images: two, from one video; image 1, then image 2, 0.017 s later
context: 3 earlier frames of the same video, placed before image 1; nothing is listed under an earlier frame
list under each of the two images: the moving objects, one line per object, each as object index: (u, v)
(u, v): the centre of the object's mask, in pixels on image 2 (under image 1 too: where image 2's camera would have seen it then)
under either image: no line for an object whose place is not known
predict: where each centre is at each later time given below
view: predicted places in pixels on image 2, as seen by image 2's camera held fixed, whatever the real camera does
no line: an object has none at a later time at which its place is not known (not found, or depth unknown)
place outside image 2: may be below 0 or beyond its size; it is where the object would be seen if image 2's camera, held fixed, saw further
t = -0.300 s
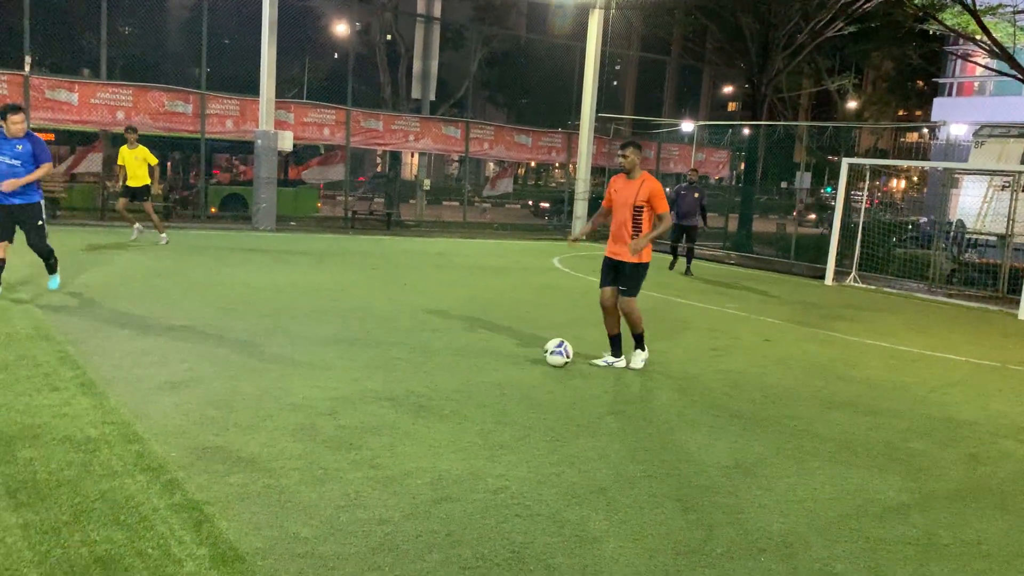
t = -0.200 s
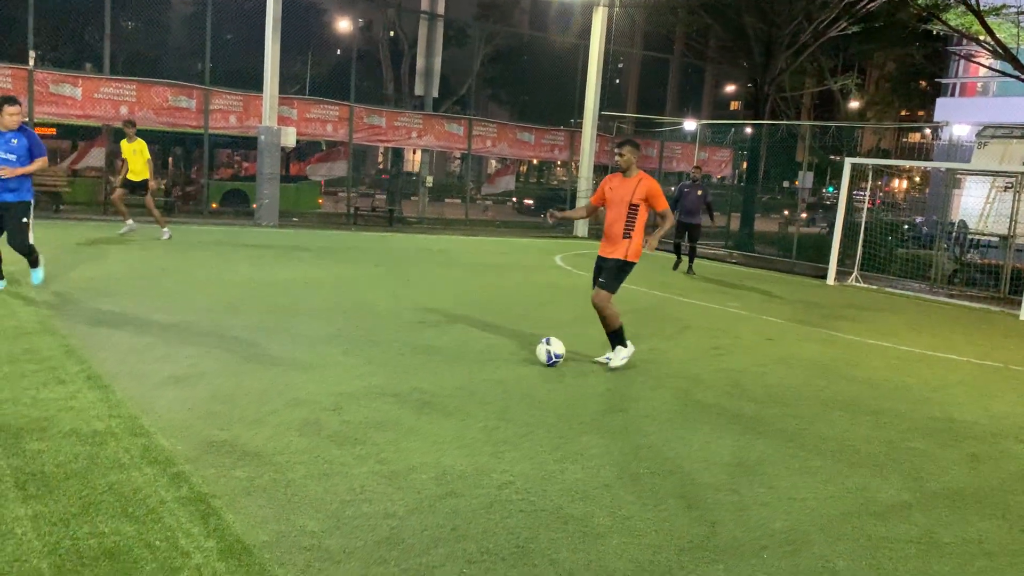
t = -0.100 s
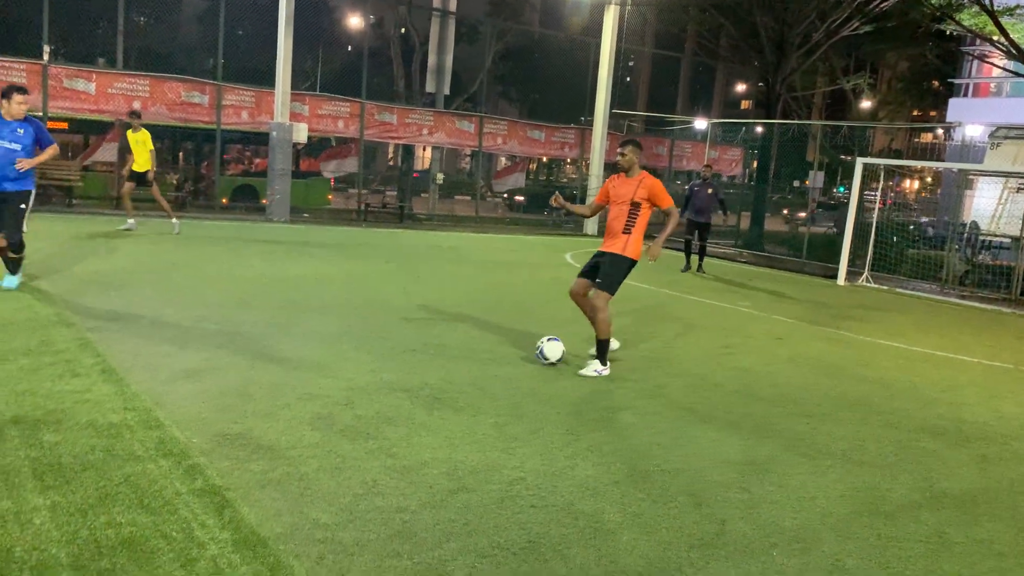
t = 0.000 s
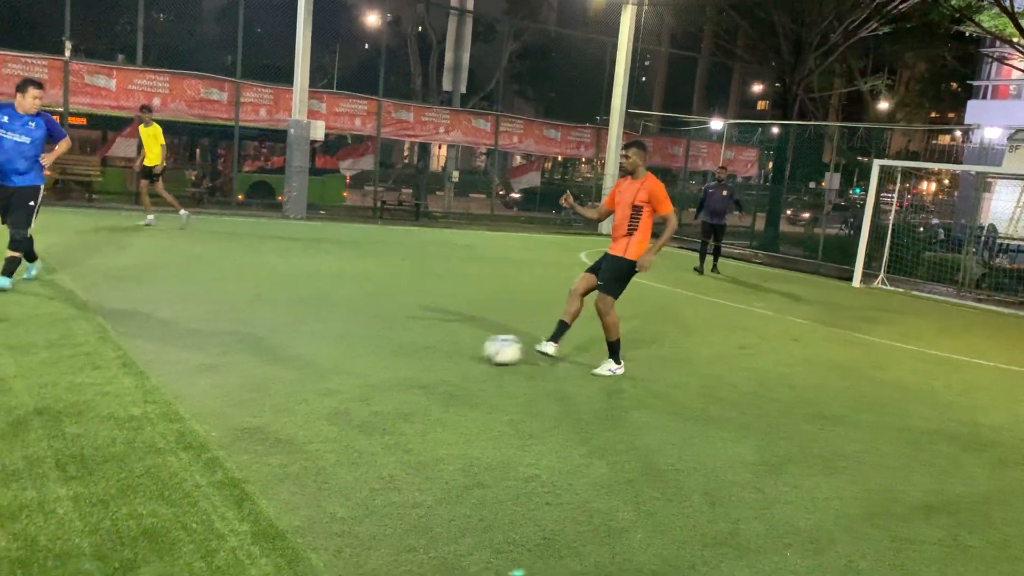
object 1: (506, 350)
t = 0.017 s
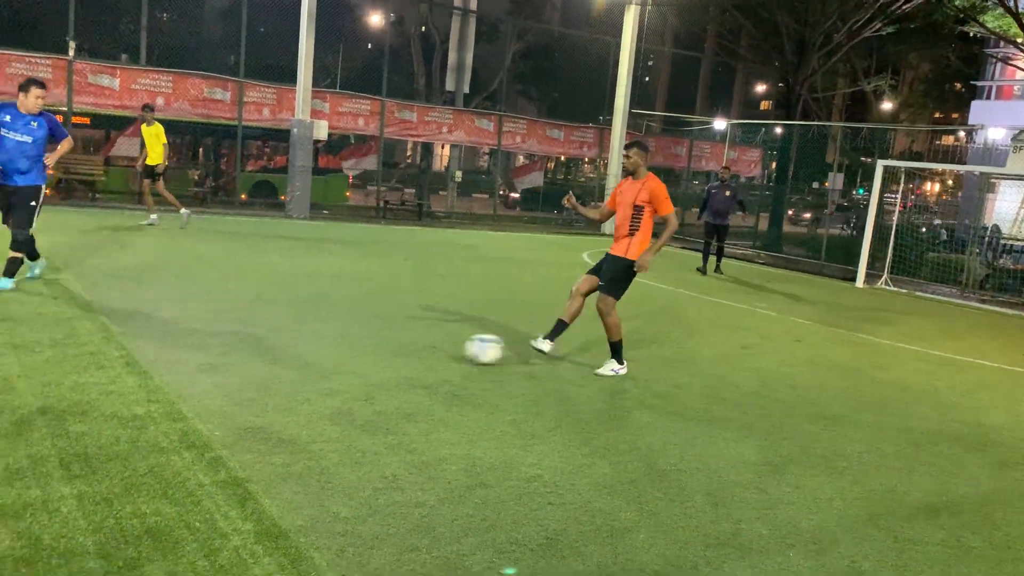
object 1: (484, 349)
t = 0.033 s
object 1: (462, 349)
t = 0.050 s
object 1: (439, 347)
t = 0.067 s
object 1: (416, 347)
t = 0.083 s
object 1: (393, 347)
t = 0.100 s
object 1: (367, 348)
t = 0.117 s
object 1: (343, 347)
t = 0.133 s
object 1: (318, 349)
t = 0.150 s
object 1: (291, 351)
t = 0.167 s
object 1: (264, 352)
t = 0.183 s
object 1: (239, 351)
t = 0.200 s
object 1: (212, 351)
